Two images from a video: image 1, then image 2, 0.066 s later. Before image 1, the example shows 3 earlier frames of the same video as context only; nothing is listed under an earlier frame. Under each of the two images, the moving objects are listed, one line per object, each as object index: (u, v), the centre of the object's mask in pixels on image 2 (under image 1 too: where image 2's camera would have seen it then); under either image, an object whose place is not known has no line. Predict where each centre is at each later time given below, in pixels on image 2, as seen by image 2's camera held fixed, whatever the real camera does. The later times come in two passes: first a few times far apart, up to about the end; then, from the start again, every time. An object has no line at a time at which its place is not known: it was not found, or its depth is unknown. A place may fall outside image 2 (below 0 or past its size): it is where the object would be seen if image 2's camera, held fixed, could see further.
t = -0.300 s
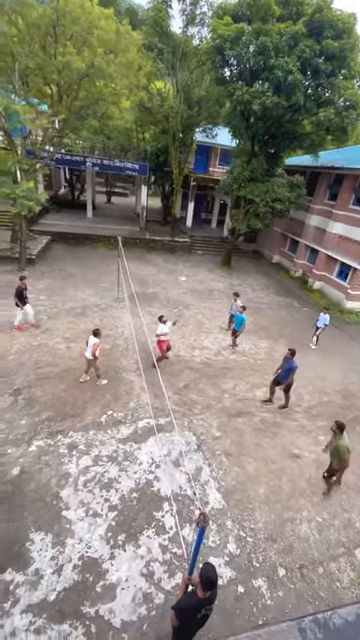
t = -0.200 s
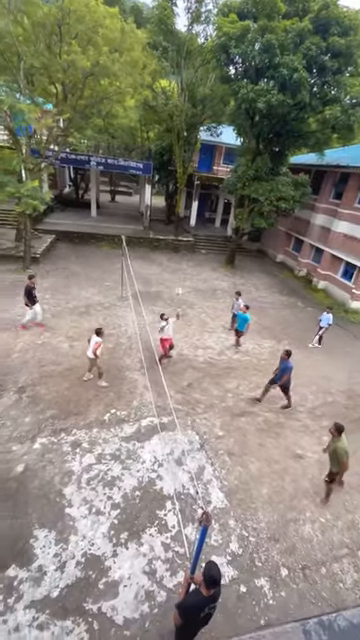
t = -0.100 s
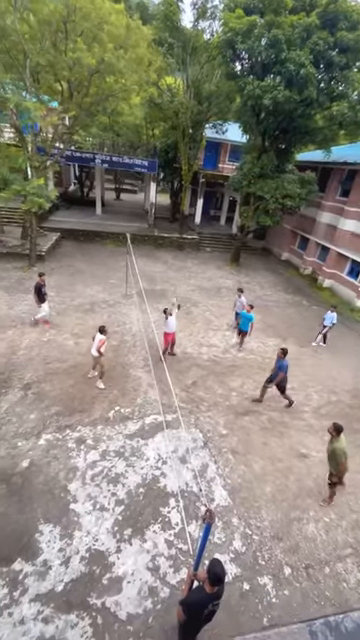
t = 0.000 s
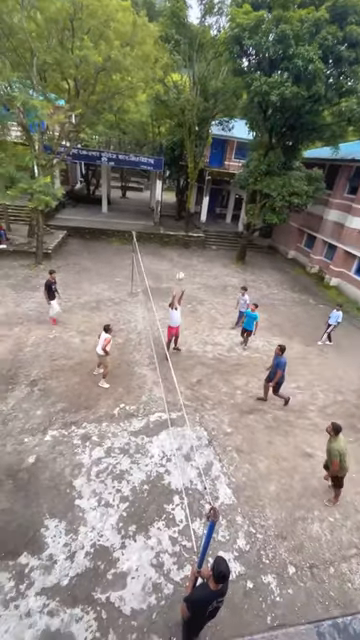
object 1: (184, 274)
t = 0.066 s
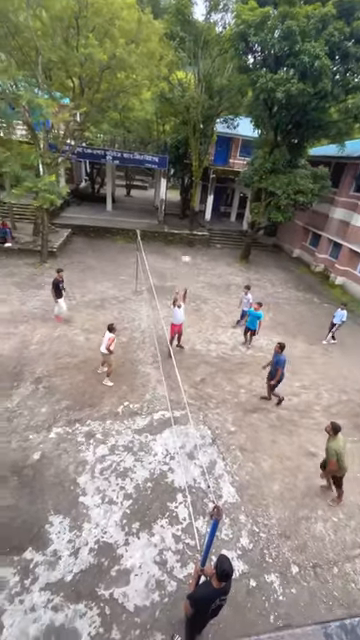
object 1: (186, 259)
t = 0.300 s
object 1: (188, 213)
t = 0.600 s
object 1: (188, 181)
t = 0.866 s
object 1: (184, 189)
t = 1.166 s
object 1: (174, 235)
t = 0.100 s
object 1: (186, 252)
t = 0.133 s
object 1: (186, 244)
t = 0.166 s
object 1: (187, 237)
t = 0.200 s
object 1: (188, 231)
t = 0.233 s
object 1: (188, 224)
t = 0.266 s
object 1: (188, 219)
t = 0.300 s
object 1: (188, 213)
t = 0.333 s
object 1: (189, 208)
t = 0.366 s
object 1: (189, 203)
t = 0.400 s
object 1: (189, 198)
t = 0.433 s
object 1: (189, 194)
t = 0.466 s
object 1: (189, 191)
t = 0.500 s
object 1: (189, 188)
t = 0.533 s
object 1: (188, 185)
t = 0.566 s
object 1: (188, 183)
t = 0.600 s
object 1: (188, 181)
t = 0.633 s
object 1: (188, 180)
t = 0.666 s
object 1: (188, 180)
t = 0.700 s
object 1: (187, 180)
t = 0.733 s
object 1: (187, 180)
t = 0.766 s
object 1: (186, 181)
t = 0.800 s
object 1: (186, 183)
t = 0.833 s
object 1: (185, 185)
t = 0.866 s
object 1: (184, 189)
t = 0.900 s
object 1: (184, 192)
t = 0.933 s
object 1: (183, 196)
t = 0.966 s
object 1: (181, 200)
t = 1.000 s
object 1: (181, 204)
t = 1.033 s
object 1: (179, 210)
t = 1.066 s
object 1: (178, 216)
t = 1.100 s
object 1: (177, 222)
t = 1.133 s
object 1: (176, 228)
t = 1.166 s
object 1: (174, 235)
